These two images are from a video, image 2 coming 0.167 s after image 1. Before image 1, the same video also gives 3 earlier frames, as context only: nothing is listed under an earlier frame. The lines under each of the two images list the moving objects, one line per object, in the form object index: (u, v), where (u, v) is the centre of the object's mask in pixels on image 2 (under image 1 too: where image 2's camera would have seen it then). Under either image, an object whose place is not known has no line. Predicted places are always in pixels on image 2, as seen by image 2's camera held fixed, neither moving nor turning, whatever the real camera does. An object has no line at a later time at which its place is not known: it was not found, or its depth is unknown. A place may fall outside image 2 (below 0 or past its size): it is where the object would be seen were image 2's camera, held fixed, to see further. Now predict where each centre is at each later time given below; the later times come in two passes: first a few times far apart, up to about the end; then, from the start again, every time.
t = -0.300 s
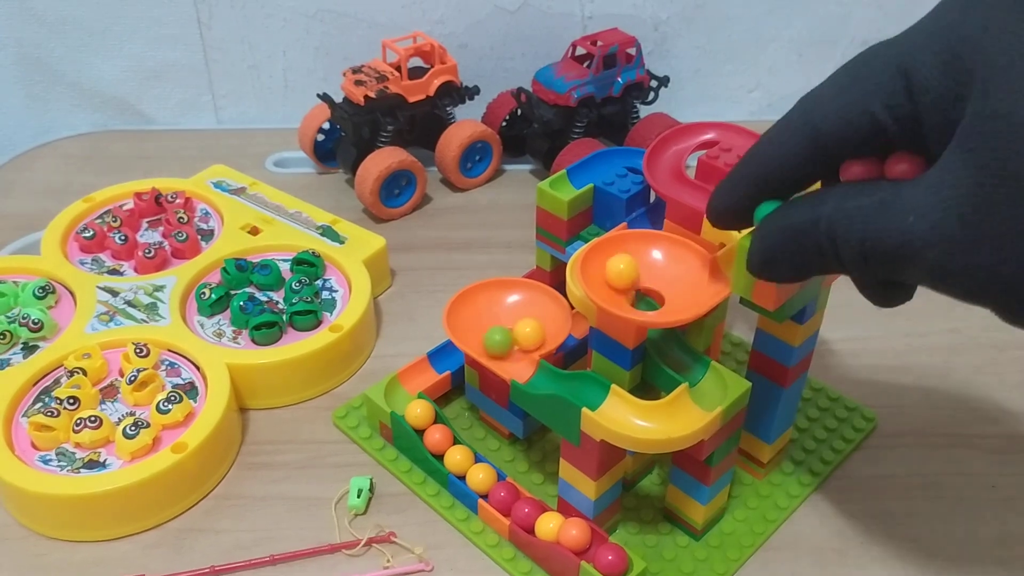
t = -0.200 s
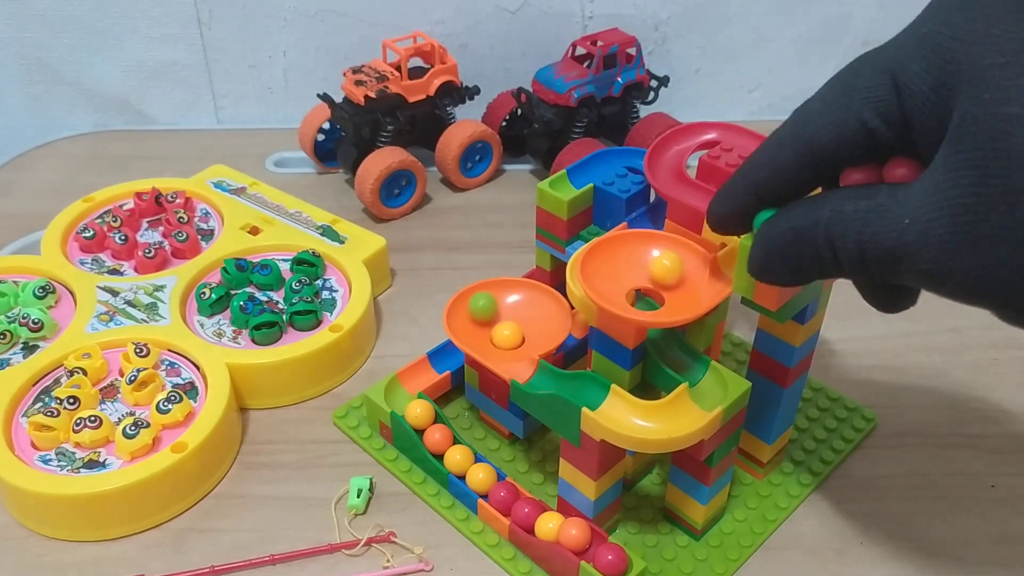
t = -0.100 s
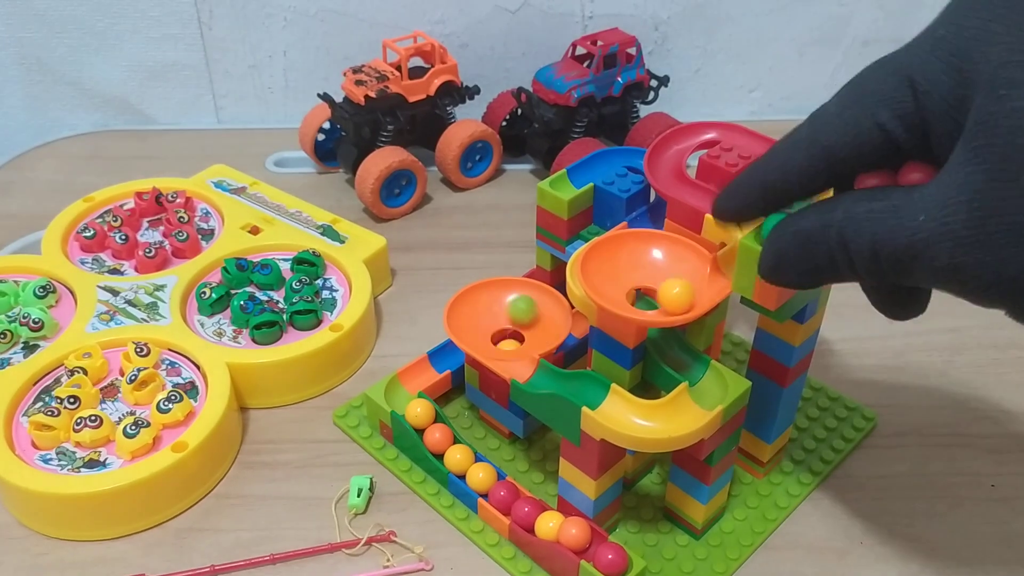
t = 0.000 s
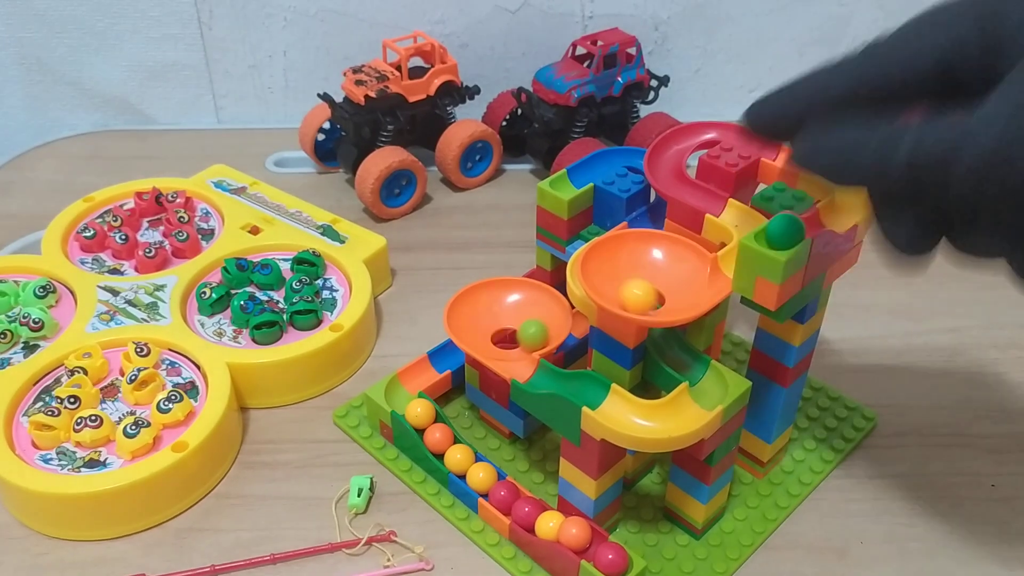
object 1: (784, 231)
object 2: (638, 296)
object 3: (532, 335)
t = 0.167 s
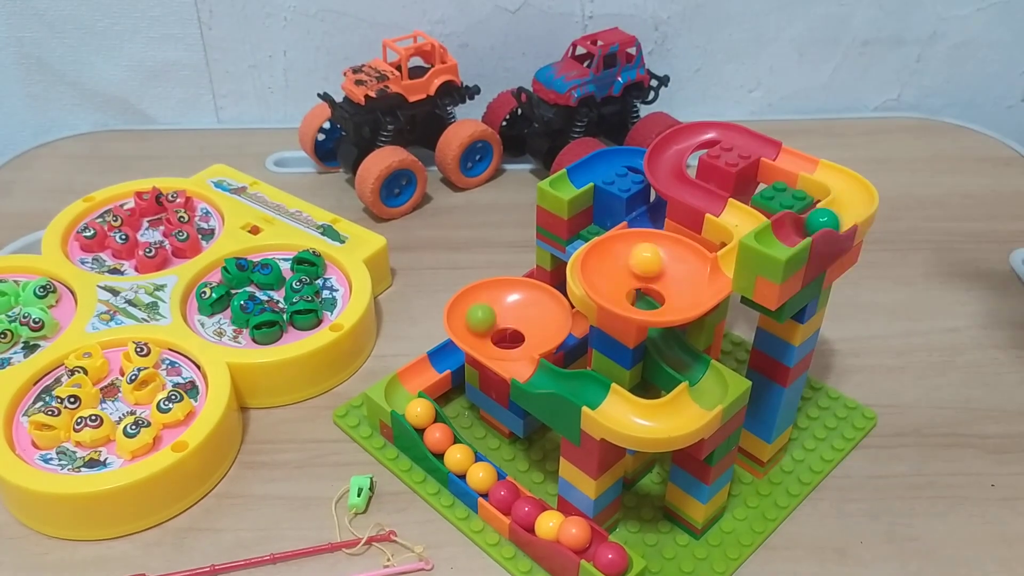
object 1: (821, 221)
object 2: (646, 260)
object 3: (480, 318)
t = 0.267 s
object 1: (855, 197)
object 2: (672, 285)
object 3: (504, 305)
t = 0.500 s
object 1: (752, 139)
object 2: (636, 271)
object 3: (500, 337)
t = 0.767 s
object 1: (679, 183)
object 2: (650, 300)
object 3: (529, 322)
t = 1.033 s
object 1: (720, 270)
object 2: (676, 286)
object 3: (493, 309)
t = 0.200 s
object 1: (838, 212)
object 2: (658, 264)
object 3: (483, 309)
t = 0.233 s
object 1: (848, 206)
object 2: (667, 273)
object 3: (492, 305)
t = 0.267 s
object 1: (855, 197)
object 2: (672, 285)
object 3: (504, 305)
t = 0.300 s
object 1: (850, 184)
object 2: (670, 295)
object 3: (518, 310)
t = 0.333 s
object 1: (834, 171)
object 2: (664, 300)
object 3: (529, 316)
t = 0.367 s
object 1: (813, 163)
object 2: (654, 301)
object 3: (534, 325)
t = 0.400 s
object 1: (794, 157)
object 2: (644, 299)
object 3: (532, 332)
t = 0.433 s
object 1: (776, 150)
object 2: (635, 292)
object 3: (524, 337)
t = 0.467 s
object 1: (765, 144)
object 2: (632, 281)
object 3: (511, 339)
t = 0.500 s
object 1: (752, 139)
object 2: (636, 271)
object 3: (500, 337)
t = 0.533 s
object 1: (740, 133)
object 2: (644, 263)
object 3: (489, 332)
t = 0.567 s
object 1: (728, 129)
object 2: (654, 260)
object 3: (483, 322)
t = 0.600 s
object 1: (713, 127)
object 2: (662, 264)
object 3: (484, 314)
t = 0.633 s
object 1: (696, 130)
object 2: (667, 274)
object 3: (490, 307)
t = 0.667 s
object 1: (679, 137)
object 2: (668, 286)
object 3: (500, 305)
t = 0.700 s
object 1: (667, 153)
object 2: (663, 295)
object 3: (513, 308)
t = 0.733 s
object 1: (665, 169)
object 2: (657, 300)
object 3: (523, 314)
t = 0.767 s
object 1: (679, 183)
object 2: (650, 300)
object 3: (529, 322)
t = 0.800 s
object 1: (702, 193)
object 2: (644, 299)
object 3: (530, 330)
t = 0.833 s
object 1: (721, 204)
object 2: (637, 294)
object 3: (524, 336)
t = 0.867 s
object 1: (744, 218)
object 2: (635, 286)
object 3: (514, 339)
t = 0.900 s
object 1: (750, 225)
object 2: (642, 279)
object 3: (505, 338)
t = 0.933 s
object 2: (658, 277)
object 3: (495, 334)
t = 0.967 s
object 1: (733, 254)
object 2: (669, 278)
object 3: (489, 326)
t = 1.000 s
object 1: (727, 262)
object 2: (677, 281)
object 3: (488, 317)
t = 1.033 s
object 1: (720, 270)
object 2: (676, 286)
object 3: (493, 309)
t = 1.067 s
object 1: (713, 277)
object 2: (669, 291)
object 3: (501, 306)
